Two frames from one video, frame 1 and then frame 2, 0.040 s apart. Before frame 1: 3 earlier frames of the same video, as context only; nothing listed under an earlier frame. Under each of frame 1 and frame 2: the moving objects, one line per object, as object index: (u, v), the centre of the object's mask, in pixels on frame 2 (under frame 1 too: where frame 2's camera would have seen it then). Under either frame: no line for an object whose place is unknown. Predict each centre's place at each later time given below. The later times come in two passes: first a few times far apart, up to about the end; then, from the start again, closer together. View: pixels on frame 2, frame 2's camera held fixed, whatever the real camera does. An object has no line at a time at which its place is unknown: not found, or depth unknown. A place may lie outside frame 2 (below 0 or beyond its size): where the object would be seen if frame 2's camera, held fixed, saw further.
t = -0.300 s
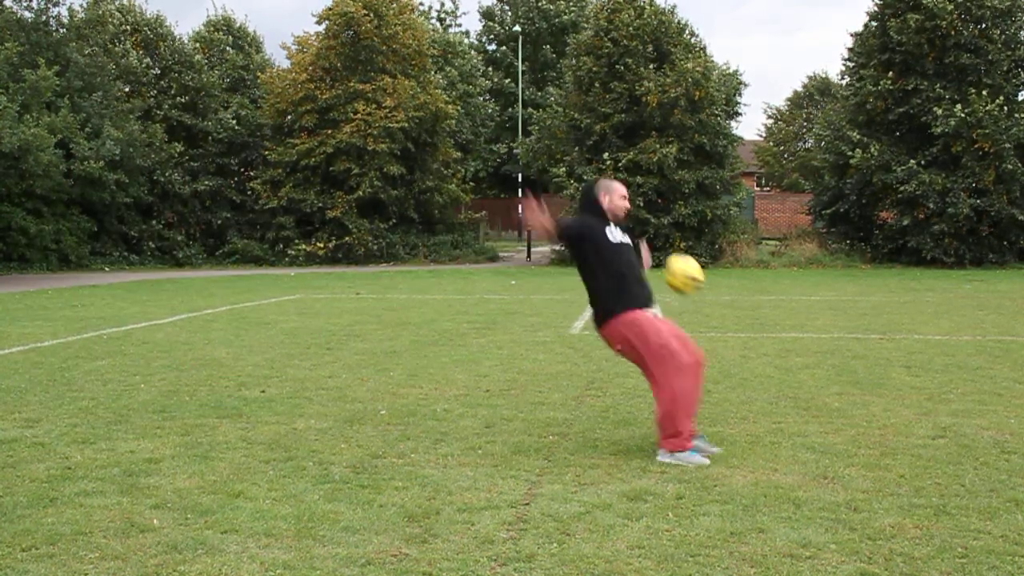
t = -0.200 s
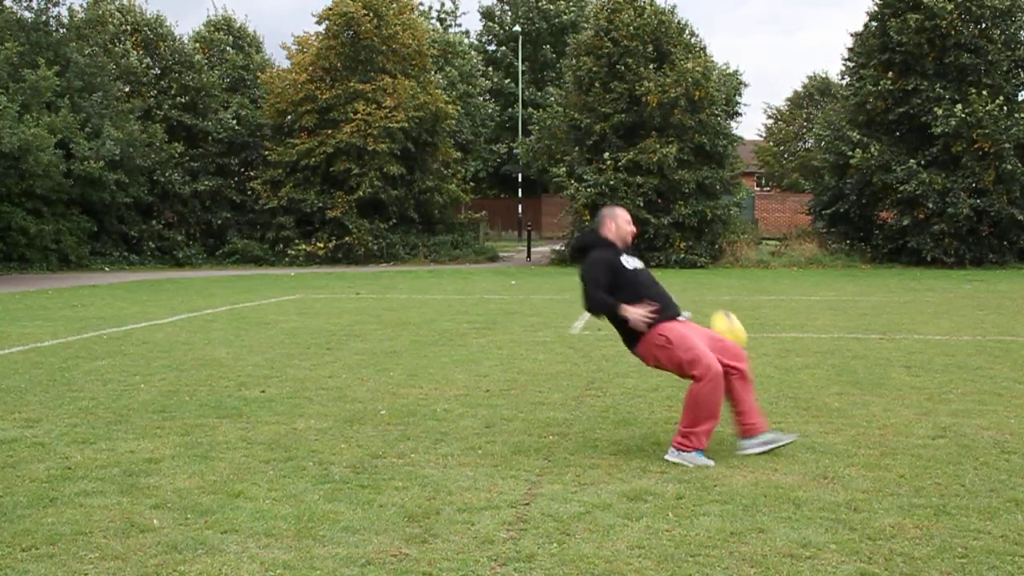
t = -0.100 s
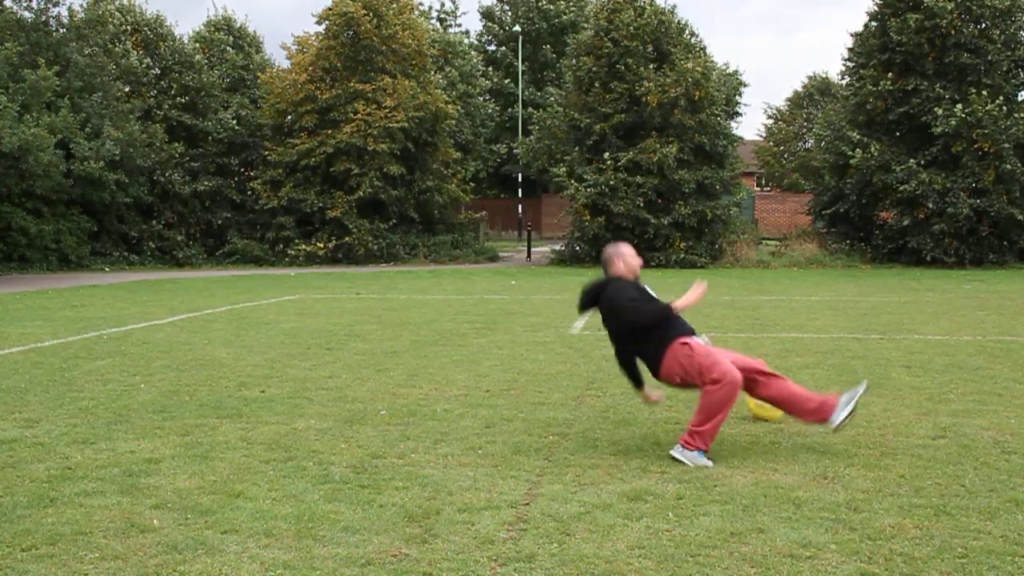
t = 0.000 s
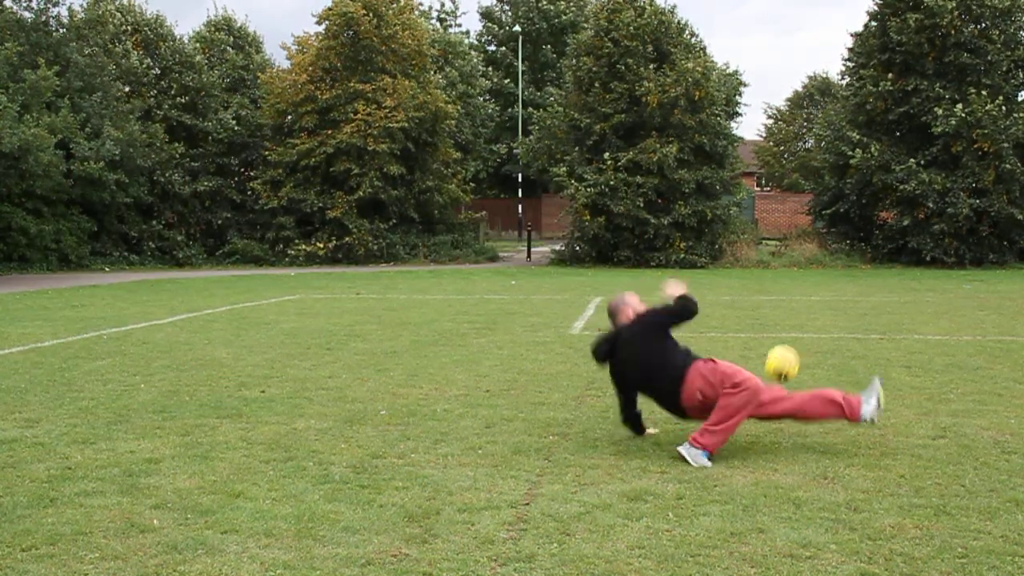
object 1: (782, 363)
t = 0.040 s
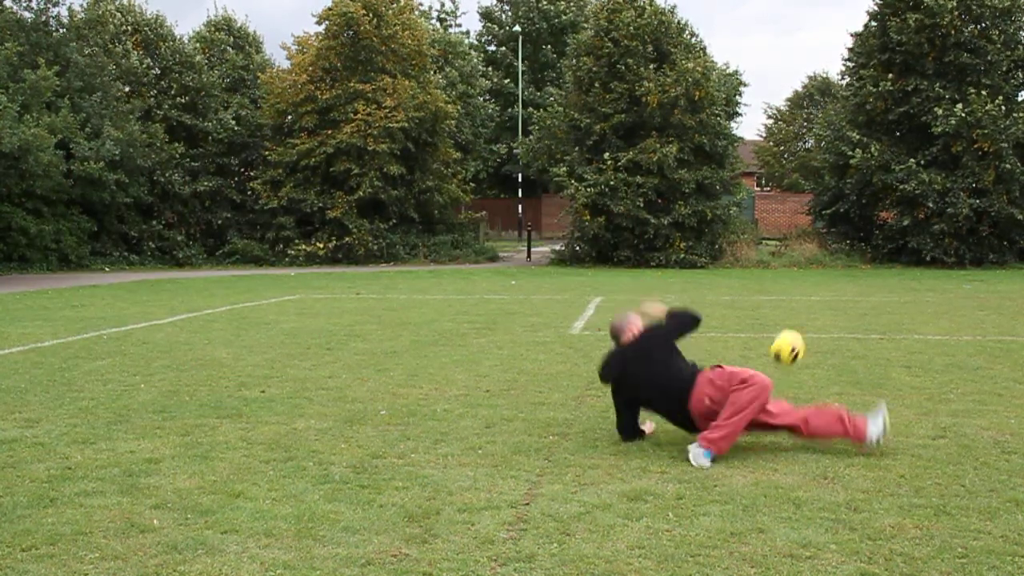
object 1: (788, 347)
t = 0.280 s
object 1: (819, 303)
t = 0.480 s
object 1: (842, 330)
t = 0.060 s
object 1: (790, 340)
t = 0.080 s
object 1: (792, 333)
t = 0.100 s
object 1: (795, 327)
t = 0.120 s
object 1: (798, 322)
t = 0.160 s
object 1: (803, 314)
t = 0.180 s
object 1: (805, 311)
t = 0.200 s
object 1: (808, 308)
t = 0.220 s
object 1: (811, 305)
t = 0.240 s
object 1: (813, 304)
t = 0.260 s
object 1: (816, 303)
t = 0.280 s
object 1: (819, 303)
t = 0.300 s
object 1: (821, 303)
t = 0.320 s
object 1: (823, 303)
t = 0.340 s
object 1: (826, 305)
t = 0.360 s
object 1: (828, 307)
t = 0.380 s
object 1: (830, 309)
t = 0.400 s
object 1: (832, 312)
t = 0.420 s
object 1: (835, 315)
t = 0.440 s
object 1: (837, 319)
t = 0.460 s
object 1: (840, 324)
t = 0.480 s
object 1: (842, 330)
